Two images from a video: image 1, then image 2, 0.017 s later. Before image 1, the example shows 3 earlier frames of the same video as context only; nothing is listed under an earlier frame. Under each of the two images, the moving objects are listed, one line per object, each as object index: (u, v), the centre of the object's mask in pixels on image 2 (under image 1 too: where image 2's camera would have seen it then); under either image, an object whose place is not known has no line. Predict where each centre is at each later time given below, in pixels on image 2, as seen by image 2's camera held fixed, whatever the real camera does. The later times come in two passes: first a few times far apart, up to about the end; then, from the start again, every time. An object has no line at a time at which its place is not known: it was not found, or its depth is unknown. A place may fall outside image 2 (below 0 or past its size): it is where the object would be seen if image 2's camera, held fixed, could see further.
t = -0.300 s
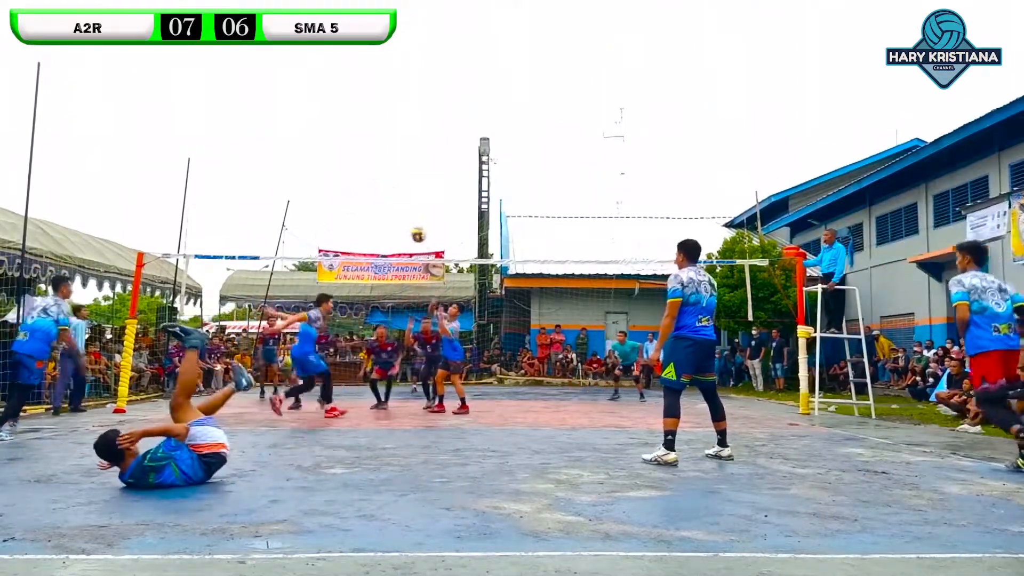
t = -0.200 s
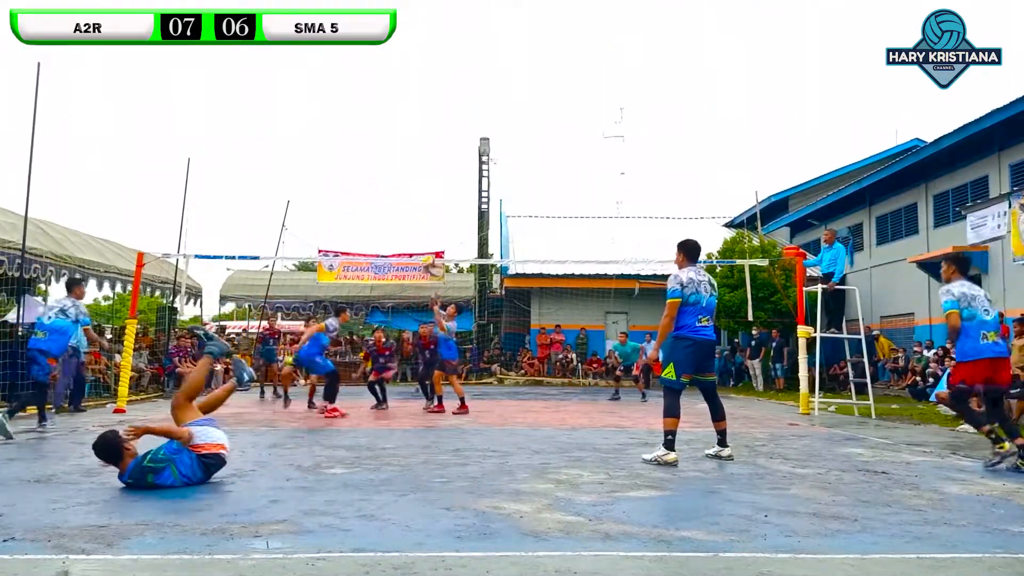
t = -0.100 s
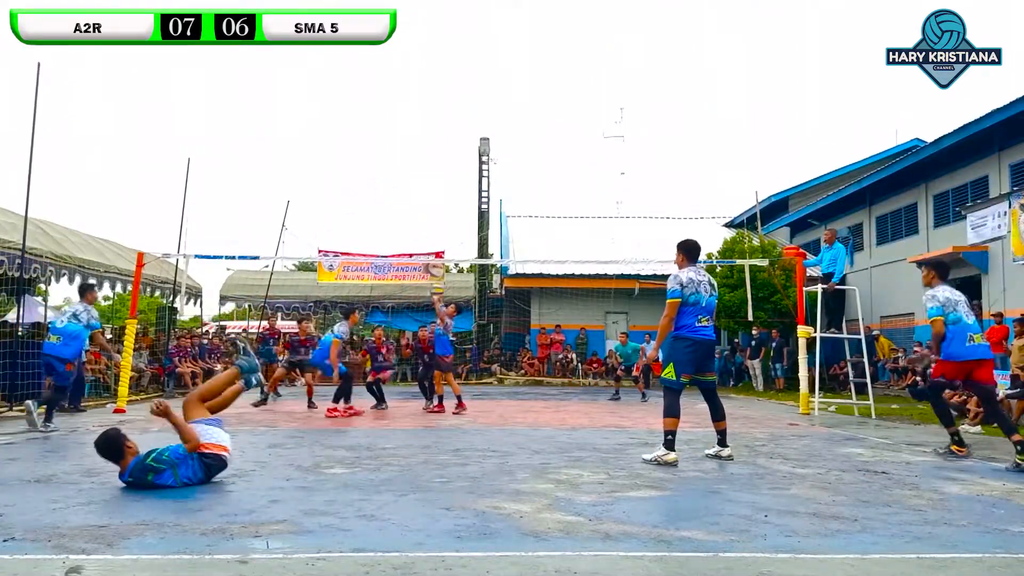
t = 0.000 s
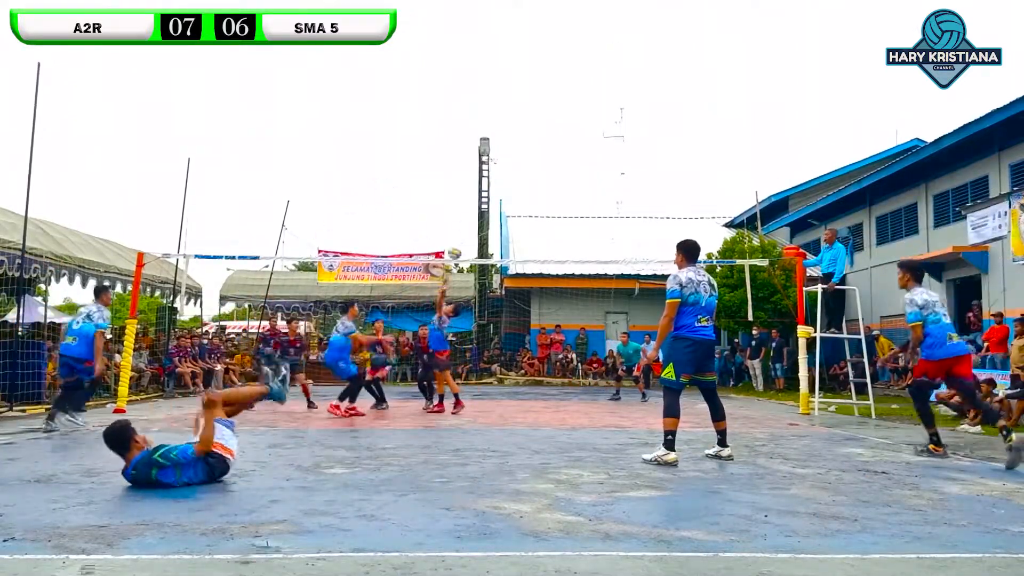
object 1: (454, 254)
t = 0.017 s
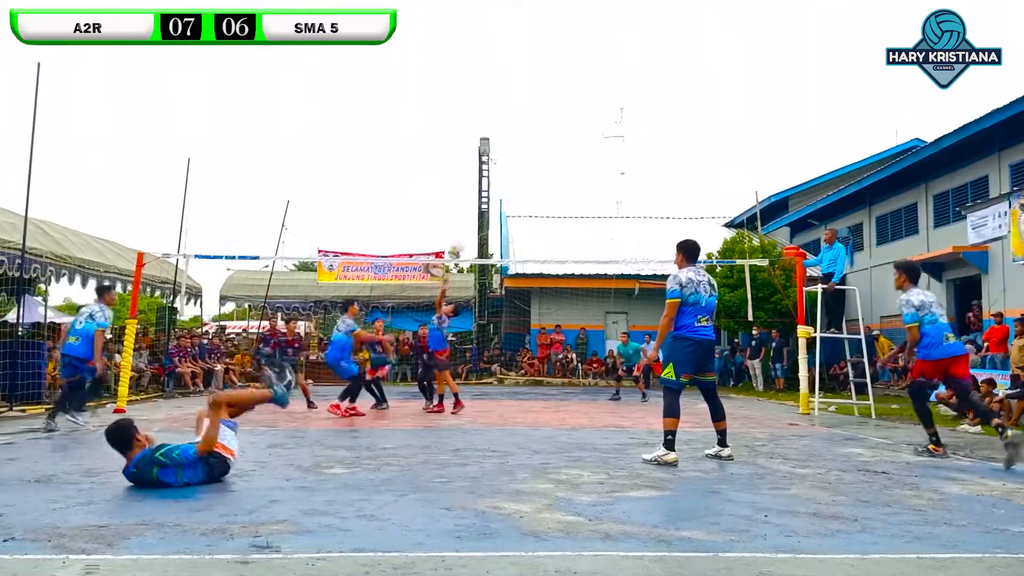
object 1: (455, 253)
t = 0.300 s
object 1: (511, 146)
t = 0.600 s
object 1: (570, 92)
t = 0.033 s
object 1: (460, 241)
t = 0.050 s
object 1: (462, 234)
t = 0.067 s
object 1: (466, 226)
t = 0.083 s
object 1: (468, 222)
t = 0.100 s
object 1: (473, 213)
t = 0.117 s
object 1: (474, 207)
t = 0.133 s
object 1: (481, 197)
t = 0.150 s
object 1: (481, 197)
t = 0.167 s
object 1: (486, 186)
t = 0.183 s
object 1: (487, 183)
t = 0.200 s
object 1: (492, 176)
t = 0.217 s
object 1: (495, 170)
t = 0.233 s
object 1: (498, 165)
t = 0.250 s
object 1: (501, 160)
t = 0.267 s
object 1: (505, 155)
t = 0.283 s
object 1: (508, 150)
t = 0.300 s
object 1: (511, 146)
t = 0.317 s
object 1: (514, 141)
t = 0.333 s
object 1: (518, 137)
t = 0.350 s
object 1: (521, 133)
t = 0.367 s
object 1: (524, 128)
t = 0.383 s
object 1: (527, 125)
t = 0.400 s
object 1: (530, 121)
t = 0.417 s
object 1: (534, 118)
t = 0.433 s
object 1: (537, 115)
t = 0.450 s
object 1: (540, 111)
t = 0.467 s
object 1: (544, 109)
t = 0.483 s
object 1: (547, 106)
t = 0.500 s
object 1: (550, 103)
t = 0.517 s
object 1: (553, 101)
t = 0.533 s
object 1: (557, 99)
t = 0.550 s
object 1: (560, 97)
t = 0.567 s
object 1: (563, 95)
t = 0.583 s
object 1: (567, 93)
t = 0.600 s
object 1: (570, 92)
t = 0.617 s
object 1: (573, 91)
